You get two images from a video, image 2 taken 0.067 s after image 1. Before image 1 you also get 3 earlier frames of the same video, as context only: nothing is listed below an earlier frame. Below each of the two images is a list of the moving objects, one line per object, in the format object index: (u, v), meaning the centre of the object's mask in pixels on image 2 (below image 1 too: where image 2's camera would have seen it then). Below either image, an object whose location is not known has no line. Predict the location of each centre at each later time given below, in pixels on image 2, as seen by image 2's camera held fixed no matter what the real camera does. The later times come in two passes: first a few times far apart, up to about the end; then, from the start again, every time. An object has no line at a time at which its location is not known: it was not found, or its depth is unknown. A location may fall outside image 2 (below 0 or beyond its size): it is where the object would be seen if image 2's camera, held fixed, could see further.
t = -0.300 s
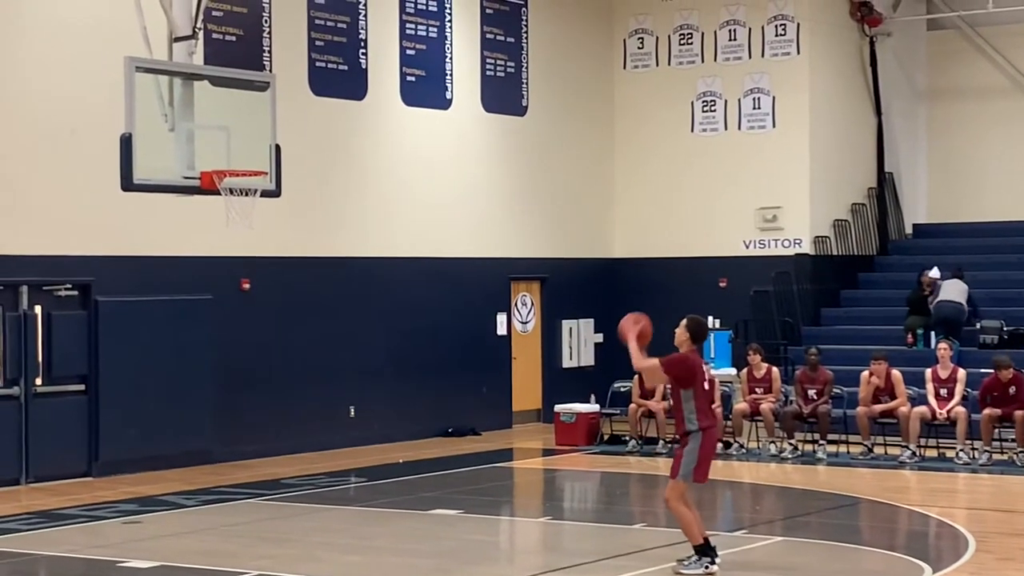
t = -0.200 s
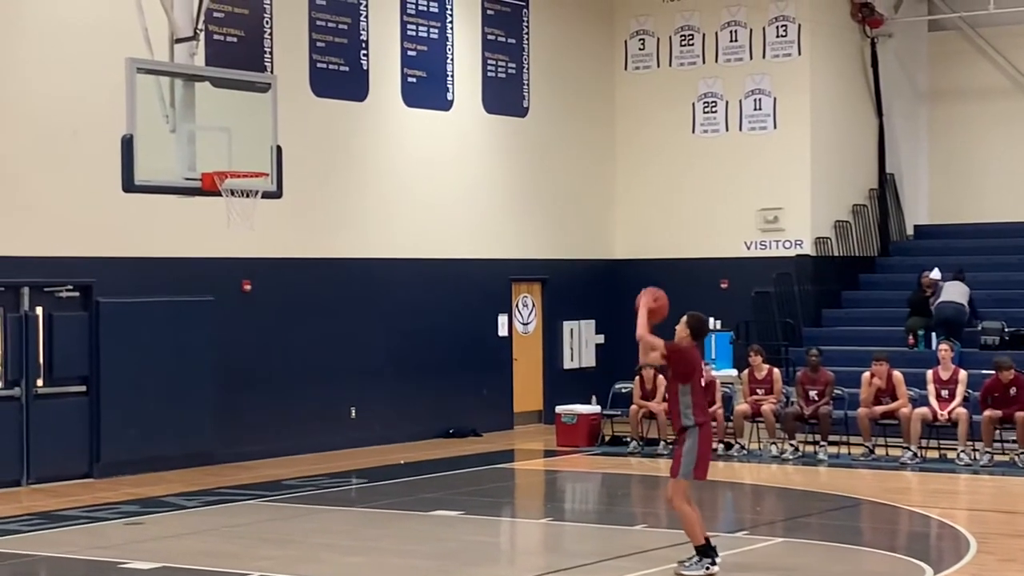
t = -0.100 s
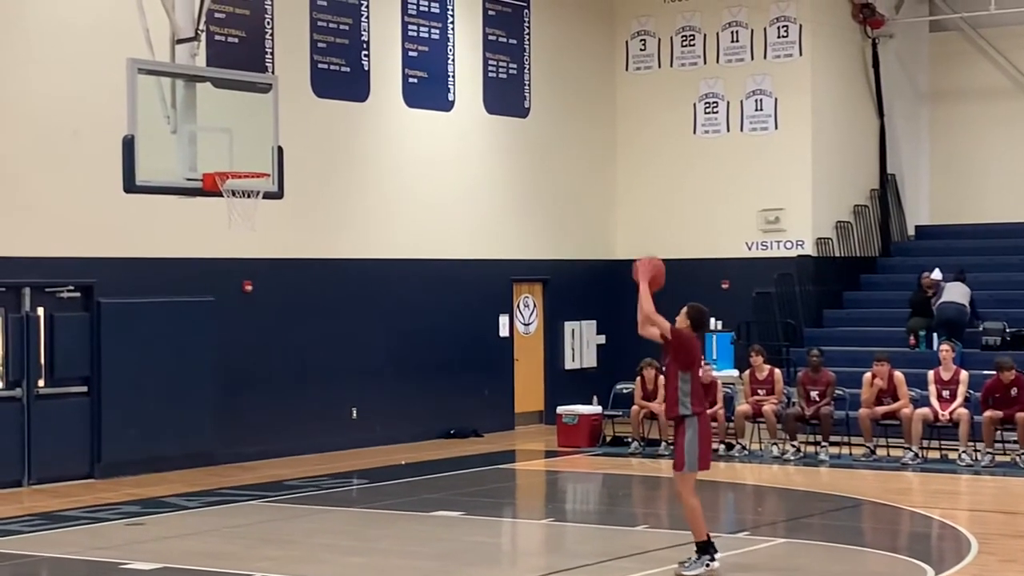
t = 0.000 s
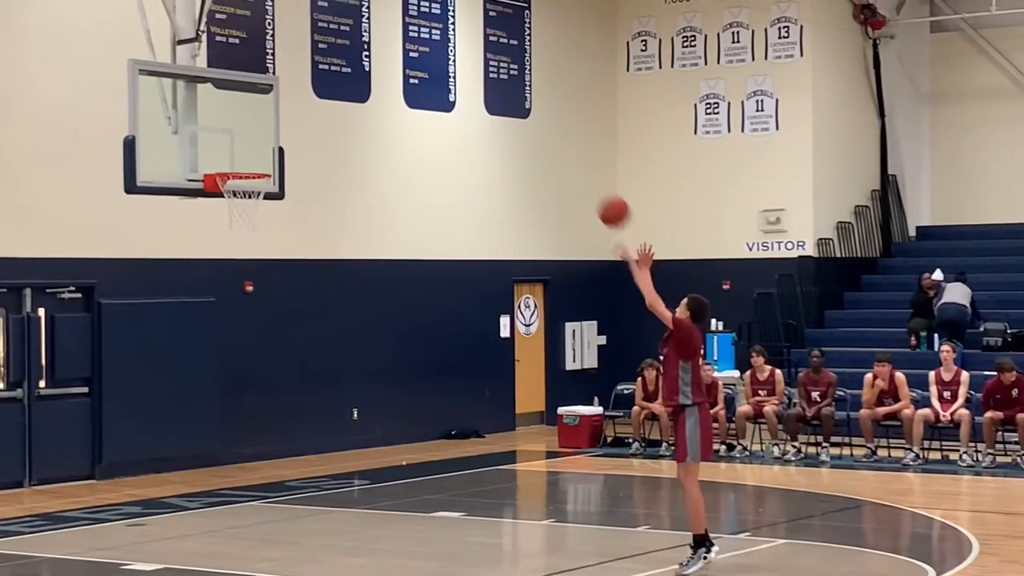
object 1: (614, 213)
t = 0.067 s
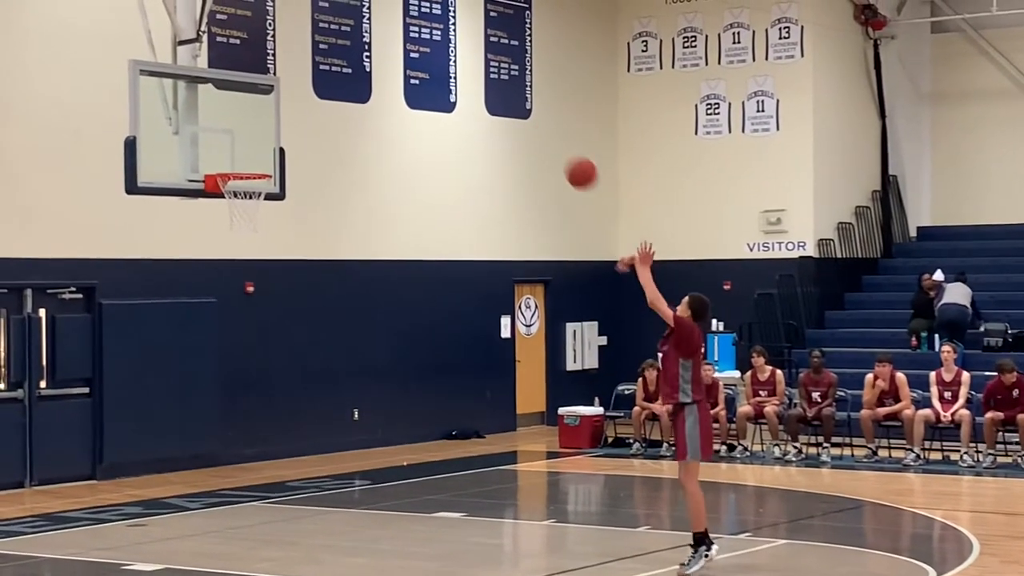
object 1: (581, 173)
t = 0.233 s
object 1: (501, 104)
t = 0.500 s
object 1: (387, 71)
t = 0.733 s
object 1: (296, 110)
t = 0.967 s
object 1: (243, 186)
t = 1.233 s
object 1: (262, 235)
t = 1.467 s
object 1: (275, 334)
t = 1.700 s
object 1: (287, 489)
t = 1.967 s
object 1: (281, 404)
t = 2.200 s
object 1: (273, 349)
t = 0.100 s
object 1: (564, 156)
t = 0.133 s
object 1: (548, 141)
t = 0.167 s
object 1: (533, 127)
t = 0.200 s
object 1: (516, 114)
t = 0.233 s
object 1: (501, 104)
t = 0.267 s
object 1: (488, 96)
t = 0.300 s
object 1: (472, 87)
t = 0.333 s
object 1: (456, 81)
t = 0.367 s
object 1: (442, 76)
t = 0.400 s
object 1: (429, 73)
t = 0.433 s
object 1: (415, 71)
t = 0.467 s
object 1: (400, 70)
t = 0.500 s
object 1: (387, 71)
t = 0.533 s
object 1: (372, 73)
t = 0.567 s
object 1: (359, 76)
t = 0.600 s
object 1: (346, 81)
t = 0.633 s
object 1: (333, 86)
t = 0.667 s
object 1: (321, 92)
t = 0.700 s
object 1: (308, 101)
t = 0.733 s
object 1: (296, 110)
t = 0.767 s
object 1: (283, 121)
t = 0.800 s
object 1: (272, 132)
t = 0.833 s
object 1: (259, 145)
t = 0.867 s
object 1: (248, 158)
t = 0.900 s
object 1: (238, 173)
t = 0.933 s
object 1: (240, 179)
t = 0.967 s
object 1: (243, 186)
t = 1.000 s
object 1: (248, 193)
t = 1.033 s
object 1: (250, 198)
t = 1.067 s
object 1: (253, 202)
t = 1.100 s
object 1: (255, 206)
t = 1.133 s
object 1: (256, 209)
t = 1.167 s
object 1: (258, 220)
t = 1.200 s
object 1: (260, 227)
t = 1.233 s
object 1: (262, 235)
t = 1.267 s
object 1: (263, 246)
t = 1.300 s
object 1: (265, 259)
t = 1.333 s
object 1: (267, 272)
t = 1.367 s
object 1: (269, 285)
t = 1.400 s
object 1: (271, 300)
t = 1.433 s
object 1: (273, 317)
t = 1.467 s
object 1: (275, 334)
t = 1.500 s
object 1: (277, 352)
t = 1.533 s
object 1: (278, 373)
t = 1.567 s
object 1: (280, 393)
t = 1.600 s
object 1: (282, 416)
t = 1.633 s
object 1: (284, 439)
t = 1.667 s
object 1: (285, 461)
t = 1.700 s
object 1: (287, 489)
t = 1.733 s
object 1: (289, 515)
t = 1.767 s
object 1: (288, 500)
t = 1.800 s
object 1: (288, 482)
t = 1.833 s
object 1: (285, 462)
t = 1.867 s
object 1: (284, 446)
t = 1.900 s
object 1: (283, 431)
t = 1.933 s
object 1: (282, 417)
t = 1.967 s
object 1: (281, 404)
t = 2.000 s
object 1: (280, 392)
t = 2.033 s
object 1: (279, 382)
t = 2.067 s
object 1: (278, 373)
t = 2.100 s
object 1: (277, 365)
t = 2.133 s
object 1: (276, 358)
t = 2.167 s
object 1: (275, 353)
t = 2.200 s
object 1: (273, 349)
